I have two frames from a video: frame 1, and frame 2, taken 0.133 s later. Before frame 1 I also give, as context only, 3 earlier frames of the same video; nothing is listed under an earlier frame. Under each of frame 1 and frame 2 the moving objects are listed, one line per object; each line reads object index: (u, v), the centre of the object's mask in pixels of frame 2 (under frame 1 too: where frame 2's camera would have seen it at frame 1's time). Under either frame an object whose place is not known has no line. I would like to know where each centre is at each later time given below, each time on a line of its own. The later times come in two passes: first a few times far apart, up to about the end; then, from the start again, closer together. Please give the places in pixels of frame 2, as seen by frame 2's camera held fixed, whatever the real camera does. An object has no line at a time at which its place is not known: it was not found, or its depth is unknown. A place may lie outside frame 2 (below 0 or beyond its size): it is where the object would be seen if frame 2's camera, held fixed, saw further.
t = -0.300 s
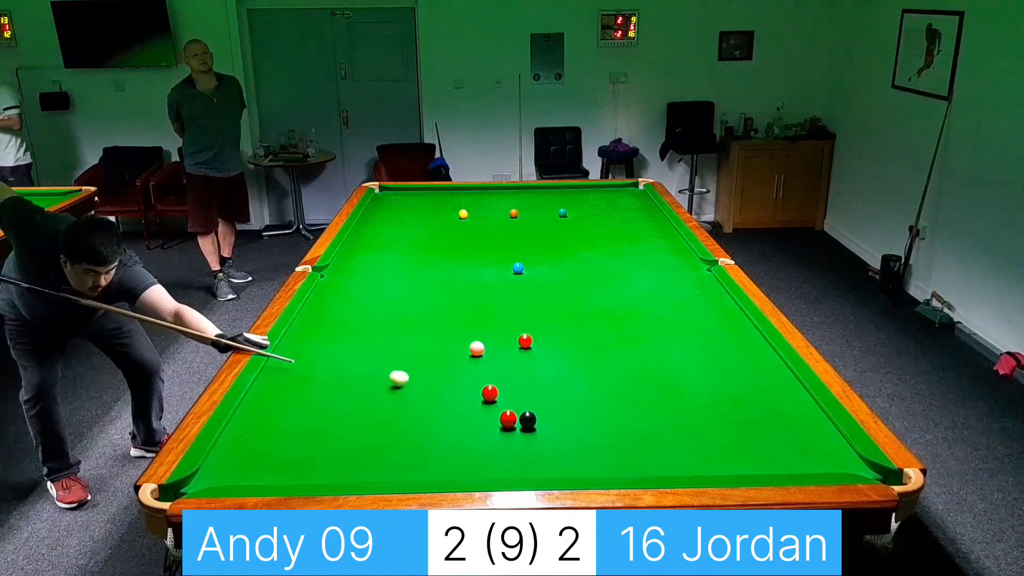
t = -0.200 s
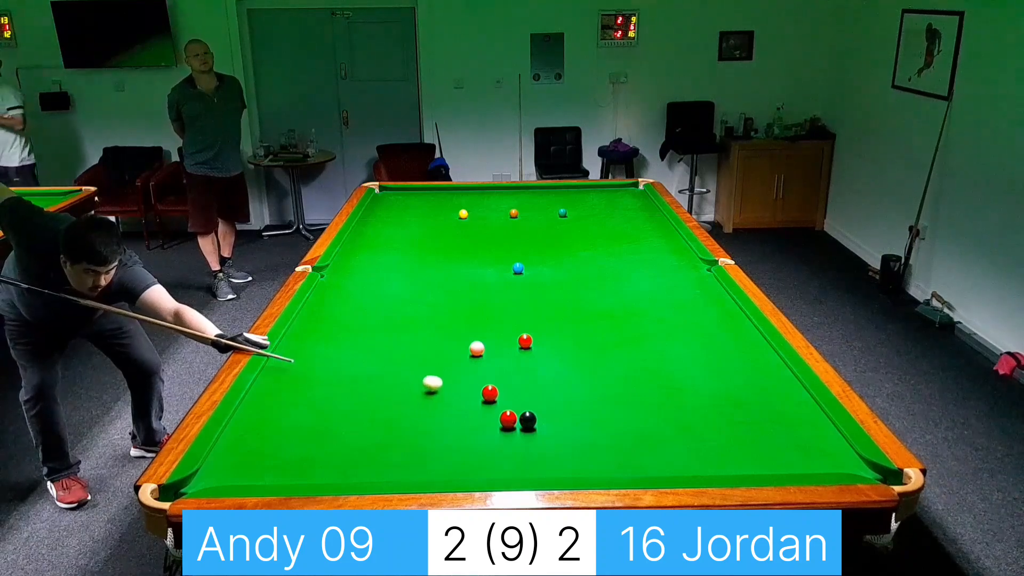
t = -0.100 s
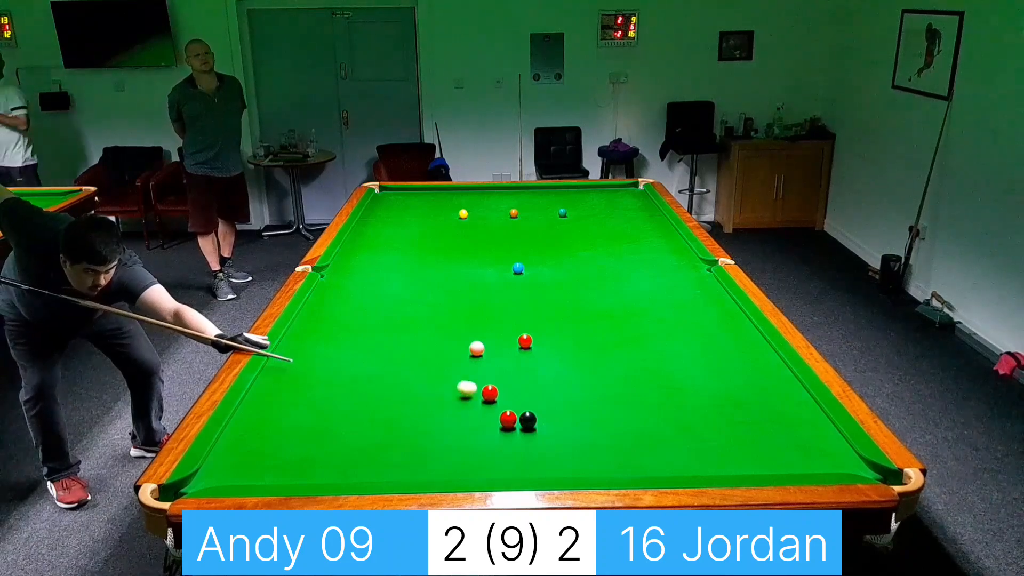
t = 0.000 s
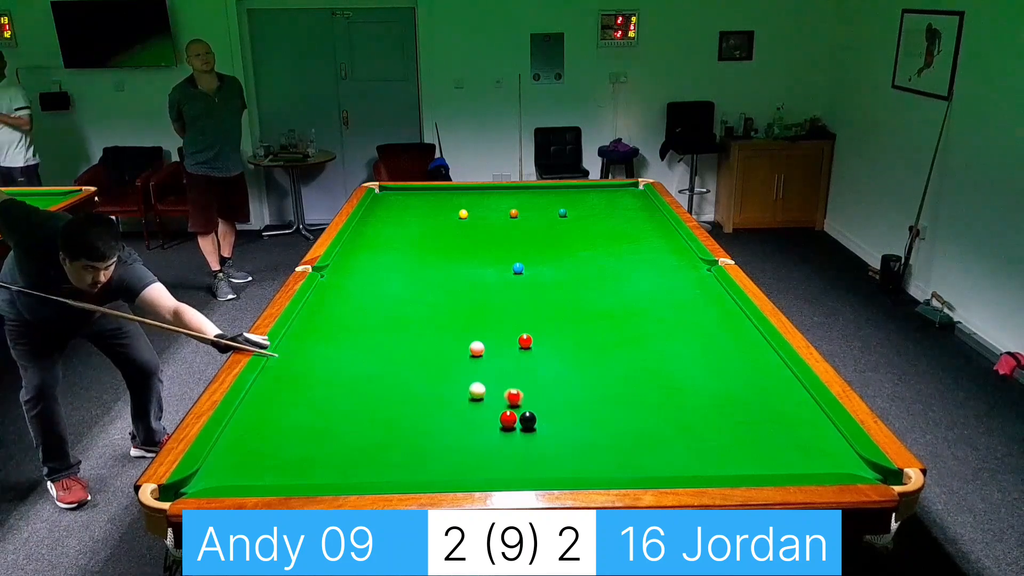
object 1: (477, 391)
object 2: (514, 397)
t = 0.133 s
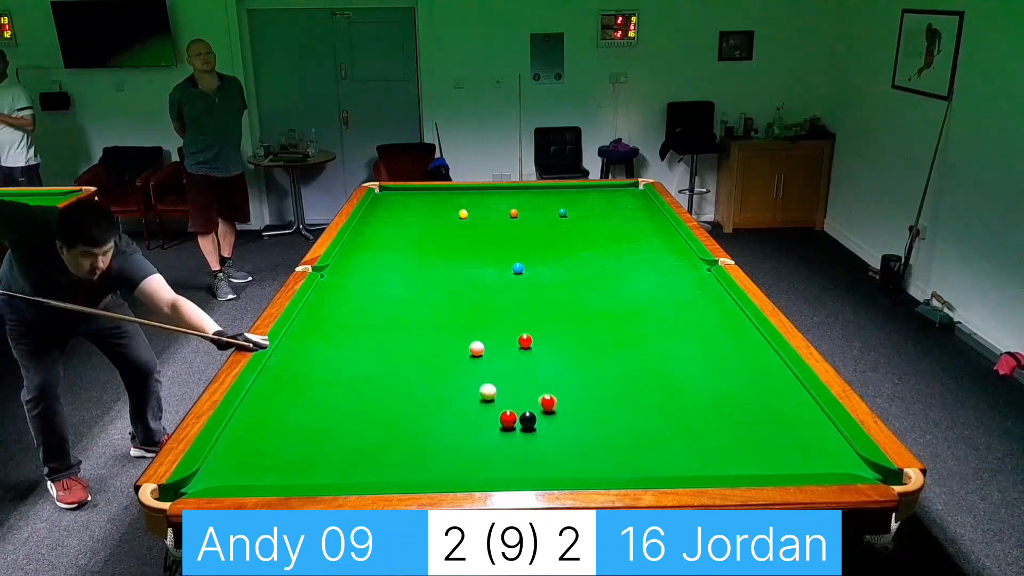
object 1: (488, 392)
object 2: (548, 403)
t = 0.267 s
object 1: (499, 394)
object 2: (579, 409)
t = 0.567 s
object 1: (523, 397)
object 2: (651, 421)
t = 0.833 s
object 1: (543, 399)
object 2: (717, 433)
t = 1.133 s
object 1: (562, 402)
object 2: (792, 445)
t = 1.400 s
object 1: (578, 404)
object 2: (846, 457)
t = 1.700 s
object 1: (594, 406)
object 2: (818, 467)
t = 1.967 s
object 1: (605, 407)
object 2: (788, 463)
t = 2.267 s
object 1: (616, 408)
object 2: (757, 456)
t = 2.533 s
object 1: (623, 409)
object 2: (733, 450)
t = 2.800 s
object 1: (629, 410)
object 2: (711, 445)
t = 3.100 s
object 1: (632, 410)
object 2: (689, 440)
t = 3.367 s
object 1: (633, 410)
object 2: (673, 436)
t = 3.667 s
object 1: (633, 410)
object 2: (657, 432)
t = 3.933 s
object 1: (633, 410)
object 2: (645, 429)
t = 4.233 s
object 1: (633, 409)
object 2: (633, 426)
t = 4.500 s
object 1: (633, 410)
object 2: (626, 425)
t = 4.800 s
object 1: (633, 410)
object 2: (620, 423)
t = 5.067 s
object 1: (633, 411)
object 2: (617, 422)
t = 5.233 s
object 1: (633, 411)
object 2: (616, 421)
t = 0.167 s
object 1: (490, 393)
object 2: (556, 405)
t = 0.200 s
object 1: (493, 393)
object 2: (563, 406)
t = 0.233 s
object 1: (496, 393)
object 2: (571, 407)
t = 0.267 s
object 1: (499, 394)
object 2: (579, 409)
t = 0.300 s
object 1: (502, 394)
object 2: (587, 410)
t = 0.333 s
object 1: (504, 394)
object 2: (595, 411)
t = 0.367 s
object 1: (507, 395)
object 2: (603, 413)
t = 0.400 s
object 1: (510, 395)
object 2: (611, 414)
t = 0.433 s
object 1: (513, 395)
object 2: (619, 416)
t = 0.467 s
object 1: (515, 396)
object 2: (627, 417)
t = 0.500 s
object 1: (518, 396)
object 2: (635, 418)
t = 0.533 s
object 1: (520, 396)
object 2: (643, 420)
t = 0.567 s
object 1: (523, 397)
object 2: (651, 421)
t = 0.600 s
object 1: (526, 397)
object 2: (659, 423)
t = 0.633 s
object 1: (528, 398)
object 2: (668, 424)
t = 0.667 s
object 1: (531, 398)
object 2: (676, 426)
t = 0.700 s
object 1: (533, 398)
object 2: (684, 427)
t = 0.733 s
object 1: (536, 399)
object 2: (692, 429)
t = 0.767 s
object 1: (538, 399)
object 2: (700, 430)
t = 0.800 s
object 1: (540, 399)
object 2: (708, 431)
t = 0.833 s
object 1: (543, 399)
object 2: (717, 433)
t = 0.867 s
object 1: (545, 399)
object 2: (726, 434)
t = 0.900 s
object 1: (547, 400)
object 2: (734, 436)
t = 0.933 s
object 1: (549, 400)
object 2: (742, 437)
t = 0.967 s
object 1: (552, 400)
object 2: (751, 439)
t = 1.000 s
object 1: (554, 401)
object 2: (759, 440)
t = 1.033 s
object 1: (556, 401)
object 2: (767, 441)
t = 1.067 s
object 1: (558, 401)
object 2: (776, 443)
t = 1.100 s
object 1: (560, 402)
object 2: (784, 444)
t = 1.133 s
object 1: (562, 402)
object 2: (792, 445)
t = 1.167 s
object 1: (565, 402)
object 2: (801, 447)
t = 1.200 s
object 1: (566, 402)
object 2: (809, 448)
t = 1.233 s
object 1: (569, 402)
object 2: (817, 449)
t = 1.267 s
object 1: (571, 403)
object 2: (826, 451)
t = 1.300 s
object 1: (572, 403)
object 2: (834, 453)
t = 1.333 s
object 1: (574, 403)
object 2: (843, 454)
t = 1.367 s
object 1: (576, 403)
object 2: (850, 455)
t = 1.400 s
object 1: (578, 404)
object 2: (846, 457)
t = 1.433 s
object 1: (580, 404)
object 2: (843, 459)
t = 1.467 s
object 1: (582, 404)
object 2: (840, 460)
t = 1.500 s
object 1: (584, 404)
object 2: (837, 462)
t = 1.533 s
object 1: (585, 404)
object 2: (833, 463)
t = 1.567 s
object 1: (587, 405)
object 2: (830, 464)
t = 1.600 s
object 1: (589, 405)
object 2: (827, 465)
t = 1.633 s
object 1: (590, 405)
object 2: (824, 466)
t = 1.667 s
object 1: (592, 406)
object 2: (821, 466)
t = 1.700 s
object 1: (594, 406)
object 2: (818, 467)
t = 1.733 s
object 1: (595, 406)
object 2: (814, 467)
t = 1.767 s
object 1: (597, 406)
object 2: (810, 466)
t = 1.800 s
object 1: (598, 406)
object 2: (806, 466)
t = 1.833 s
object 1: (600, 406)
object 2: (802, 465)
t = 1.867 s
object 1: (601, 407)
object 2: (799, 465)
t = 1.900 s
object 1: (603, 407)
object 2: (795, 464)
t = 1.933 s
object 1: (604, 407)
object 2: (791, 464)
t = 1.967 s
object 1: (605, 407)
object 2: (788, 463)
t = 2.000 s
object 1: (607, 407)
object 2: (784, 463)
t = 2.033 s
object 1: (608, 407)
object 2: (781, 462)
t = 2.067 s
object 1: (609, 408)
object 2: (777, 461)
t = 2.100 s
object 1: (611, 408)
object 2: (774, 461)
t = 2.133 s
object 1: (612, 408)
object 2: (770, 459)
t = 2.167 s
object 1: (613, 408)
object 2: (767, 459)
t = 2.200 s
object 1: (614, 408)
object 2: (764, 458)
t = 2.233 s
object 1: (615, 408)
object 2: (760, 457)
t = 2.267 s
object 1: (616, 408)
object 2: (757, 456)
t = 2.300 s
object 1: (617, 409)
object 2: (754, 456)
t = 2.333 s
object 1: (618, 409)
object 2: (751, 455)
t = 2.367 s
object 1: (619, 409)
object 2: (748, 454)
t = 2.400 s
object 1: (620, 409)
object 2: (744, 453)
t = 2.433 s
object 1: (621, 409)
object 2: (741, 453)
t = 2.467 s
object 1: (622, 409)
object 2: (739, 452)
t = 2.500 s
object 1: (623, 409)
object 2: (736, 451)
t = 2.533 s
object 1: (623, 409)
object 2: (733, 450)
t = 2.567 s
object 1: (624, 409)
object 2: (730, 450)
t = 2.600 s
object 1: (625, 409)
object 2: (727, 449)
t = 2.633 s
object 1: (626, 410)
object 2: (724, 448)
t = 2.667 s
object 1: (626, 410)
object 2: (721, 448)
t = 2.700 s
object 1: (627, 410)
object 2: (719, 447)
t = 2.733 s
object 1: (628, 410)
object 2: (716, 446)
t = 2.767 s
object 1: (628, 410)
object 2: (713, 446)
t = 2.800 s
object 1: (629, 410)
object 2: (711, 445)
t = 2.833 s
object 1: (629, 410)
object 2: (708, 445)
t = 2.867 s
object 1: (630, 410)
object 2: (706, 444)
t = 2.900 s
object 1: (630, 410)
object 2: (703, 443)
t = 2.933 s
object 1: (630, 410)
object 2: (701, 443)
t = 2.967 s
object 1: (631, 410)
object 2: (698, 442)
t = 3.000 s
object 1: (631, 410)
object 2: (696, 441)
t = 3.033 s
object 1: (631, 410)
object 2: (694, 441)
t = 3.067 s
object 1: (631, 410)
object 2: (692, 440)
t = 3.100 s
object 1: (632, 410)
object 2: (689, 440)
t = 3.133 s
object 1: (632, 410)
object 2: (687, 439)
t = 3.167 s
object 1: (632, 410)
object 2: (685, 439)
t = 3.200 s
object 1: (633, 410)
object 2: (683, 438)
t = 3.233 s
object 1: (633, 410)
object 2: (681, 438)
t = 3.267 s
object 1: (633, 410)
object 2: (679, 437)
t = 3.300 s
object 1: (633, 410)
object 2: (677, 437)
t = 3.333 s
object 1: (633, 410)
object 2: (675, 436)
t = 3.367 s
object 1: (633, 410)
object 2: (673, 436)
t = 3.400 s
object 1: (633, 410)
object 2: (671, 436)
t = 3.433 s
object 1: (633, 410)
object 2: (669, 435)
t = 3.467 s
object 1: (633, 410)
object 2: (667, 435)
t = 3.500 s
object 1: (633, 410)
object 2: (665, 434)
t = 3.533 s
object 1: (633, 410)
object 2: (663, 434)
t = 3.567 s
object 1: (633, 410)
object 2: (662, 433)
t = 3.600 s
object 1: (633, 410)
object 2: (660, 433)
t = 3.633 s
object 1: (633, 410)
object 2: (658, 432)
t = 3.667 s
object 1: (633, 410)
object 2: (657, 432)
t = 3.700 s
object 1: (633, 410)
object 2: (655, 431)
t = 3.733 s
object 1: (633, 410)
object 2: (654, 431)
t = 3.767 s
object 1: (633, 410)
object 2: (652, 430)
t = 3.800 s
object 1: (633, 410)
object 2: (651, 430)
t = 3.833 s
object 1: (633, 410)
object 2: (649, 430)
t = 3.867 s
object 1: (633, 410)
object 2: (648, 429)
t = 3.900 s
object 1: (633, 410)
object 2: (646, 429)
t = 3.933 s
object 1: (633, 410)
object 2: (645, 429)
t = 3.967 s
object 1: (633, 410)
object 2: (643, 428)
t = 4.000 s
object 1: (633, 410)
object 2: (642, 428)
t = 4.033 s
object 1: (633, 410)
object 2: (640, 427)
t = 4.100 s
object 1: (633, 410)
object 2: (637, 427)
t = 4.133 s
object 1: (633, 410)
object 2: (636, 427)
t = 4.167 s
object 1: (633, 410)
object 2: (635, 427)
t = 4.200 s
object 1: (633, 410)
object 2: (634, 426)
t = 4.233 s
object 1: (633, 409)
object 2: (633, 426)
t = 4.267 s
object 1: (633, 409)
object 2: (632, 426)
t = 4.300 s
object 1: (633, 409)
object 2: (631, 426)
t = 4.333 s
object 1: (633, 409)
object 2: (630, 426)
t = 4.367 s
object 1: (633, 410)
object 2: (629, 425)
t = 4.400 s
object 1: (633, 409)
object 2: (628, 425)
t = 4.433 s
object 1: (633, 410)
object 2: (627, 425)
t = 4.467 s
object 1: (633, 410)
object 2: (627, 425)
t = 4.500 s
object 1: (633, 410)
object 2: (626, 425)
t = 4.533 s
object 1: (633, 410)
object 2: (625, 424)
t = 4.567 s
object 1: (633, 410)
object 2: (624, 424)
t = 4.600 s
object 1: (633, 410)
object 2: (623, 424)
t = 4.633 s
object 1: (633, 410)
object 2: (623, 424)
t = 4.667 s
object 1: (633, 410)
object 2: (622, 423)
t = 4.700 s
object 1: (633, 410)
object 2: (621, 423)
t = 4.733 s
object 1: (633, 410)
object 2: (621, 423)
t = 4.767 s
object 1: (633, 410)
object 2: (620, 423)
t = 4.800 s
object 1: (633, 410)
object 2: (620, 423)
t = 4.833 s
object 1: (633, 410)
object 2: (619, 423)
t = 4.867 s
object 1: (633, 410)
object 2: (619, 422)
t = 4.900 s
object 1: (633, 410)
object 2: (619, 422)
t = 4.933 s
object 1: (633, 411)
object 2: (618, 422)
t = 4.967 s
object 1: (633, 411)
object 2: (618, 422)
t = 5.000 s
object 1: (633, 411)
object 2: (617, 422)
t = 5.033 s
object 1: (633, 411)
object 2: (617, 422)
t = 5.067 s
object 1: (633, 411)
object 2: (617, 422)
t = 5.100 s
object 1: (633, 411)
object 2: (617, 422)
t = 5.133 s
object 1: (633, 411)
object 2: (616, 422)
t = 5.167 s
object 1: (633, 411)
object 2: (616, 422)
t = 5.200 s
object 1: (633, 411)
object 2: (616, 421)
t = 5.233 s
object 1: (633, 411)
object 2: (616, 421)
